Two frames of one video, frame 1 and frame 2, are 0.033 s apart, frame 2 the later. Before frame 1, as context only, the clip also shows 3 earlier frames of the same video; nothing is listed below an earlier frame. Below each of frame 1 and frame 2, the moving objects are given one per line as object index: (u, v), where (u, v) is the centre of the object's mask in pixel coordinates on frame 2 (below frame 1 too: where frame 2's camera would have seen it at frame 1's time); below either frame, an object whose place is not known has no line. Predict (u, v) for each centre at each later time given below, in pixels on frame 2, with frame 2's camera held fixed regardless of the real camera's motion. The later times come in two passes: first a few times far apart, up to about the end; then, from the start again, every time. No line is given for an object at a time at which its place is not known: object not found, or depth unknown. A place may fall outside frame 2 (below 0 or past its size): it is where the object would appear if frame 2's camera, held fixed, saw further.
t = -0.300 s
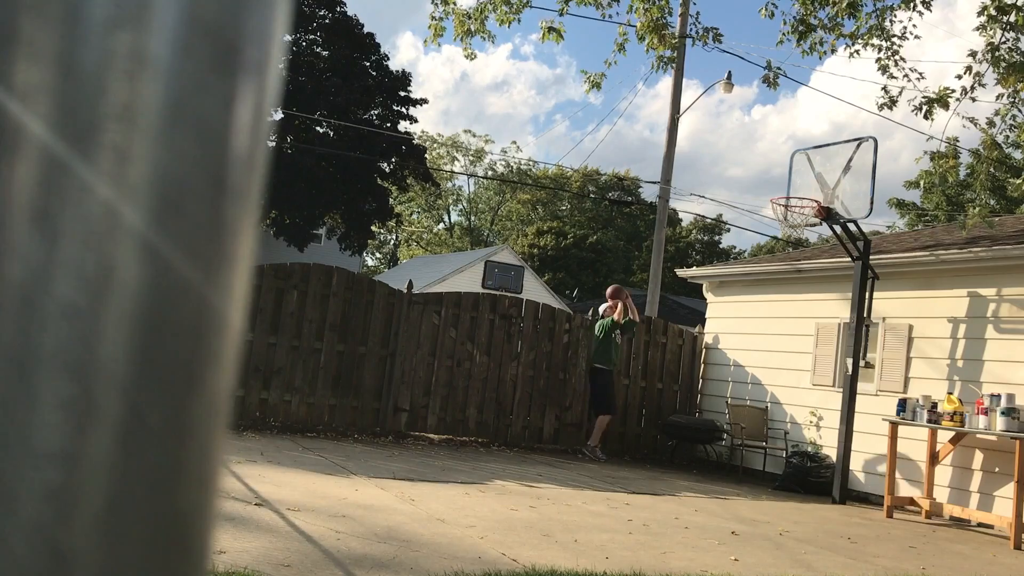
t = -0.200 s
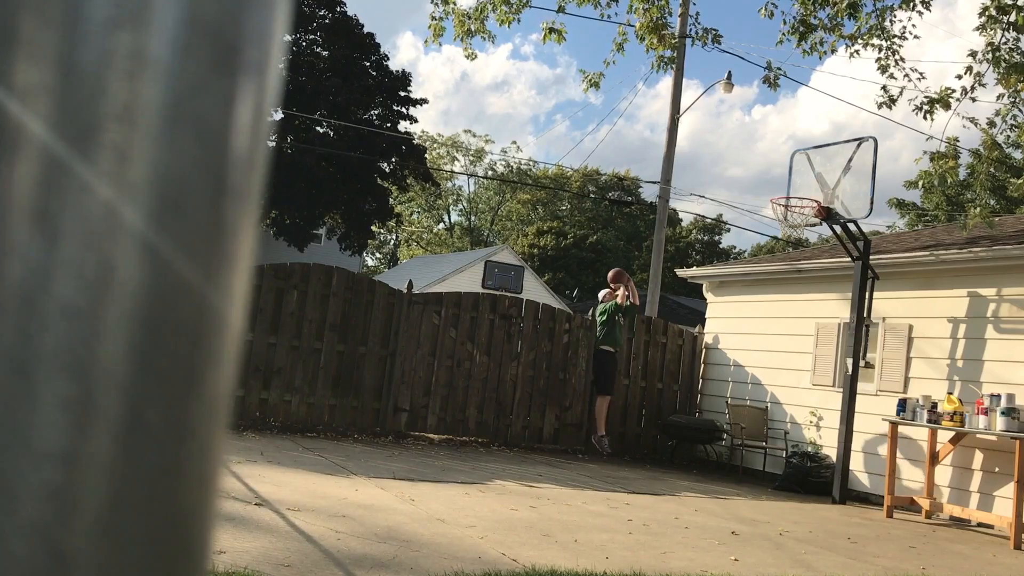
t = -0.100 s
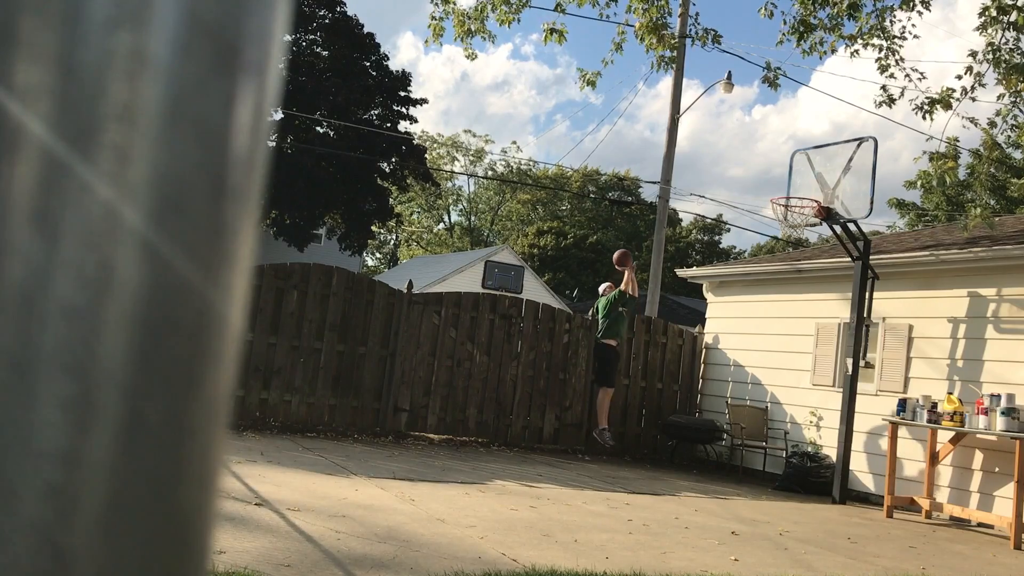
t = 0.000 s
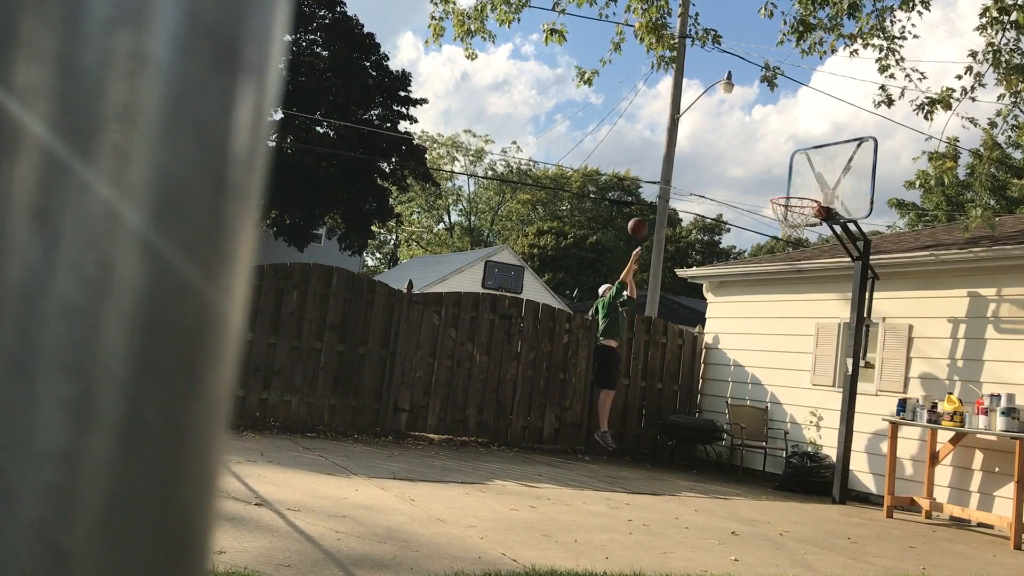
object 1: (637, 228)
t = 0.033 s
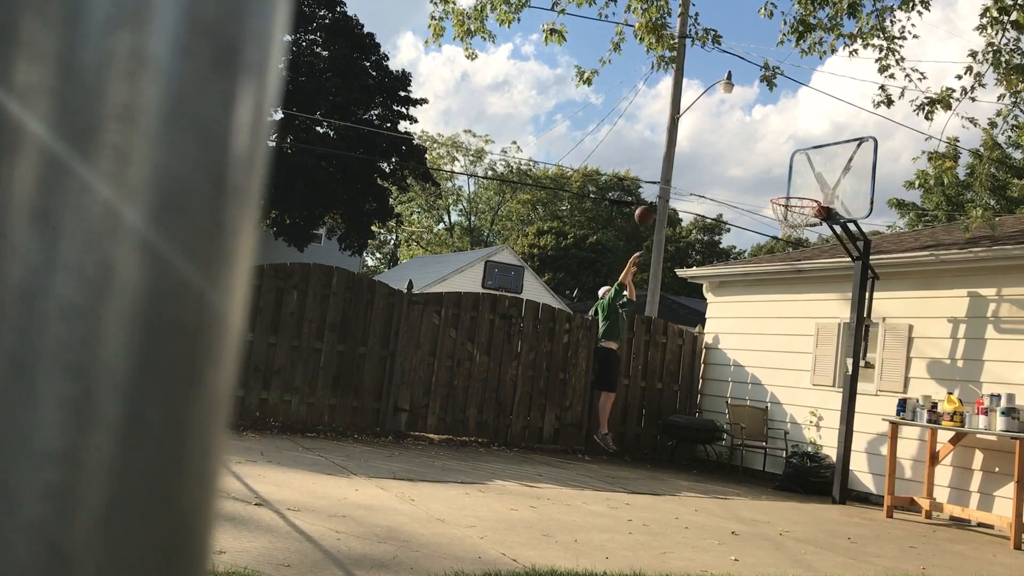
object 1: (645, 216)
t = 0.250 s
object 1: (690, 160)
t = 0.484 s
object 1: (737, 138)
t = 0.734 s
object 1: (788, 171)
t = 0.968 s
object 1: (780, 234)
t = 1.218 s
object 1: (746, 306)
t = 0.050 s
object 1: (648, 211)
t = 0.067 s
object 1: (651, 204)
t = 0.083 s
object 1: (654, 200)
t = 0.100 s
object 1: (658, 195)
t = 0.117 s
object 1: (662, 190)
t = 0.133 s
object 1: (666, 186)
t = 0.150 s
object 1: (669, 181)
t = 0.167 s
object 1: (672, 177)
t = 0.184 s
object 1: (676, 173)
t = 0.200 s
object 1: (679, 169)
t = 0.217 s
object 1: (683, 166)
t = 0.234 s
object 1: (687, 163)
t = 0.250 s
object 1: (690, 160)
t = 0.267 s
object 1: (693, 157)
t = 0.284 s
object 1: (697, 154)
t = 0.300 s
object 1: (700, 151)
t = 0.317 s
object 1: (703, 149)
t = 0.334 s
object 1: (707, 147)
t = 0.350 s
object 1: (710, 145)
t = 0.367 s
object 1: (714, 143)
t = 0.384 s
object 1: (717, 142)
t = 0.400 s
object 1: (720, 141)
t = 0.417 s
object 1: (724, 140)
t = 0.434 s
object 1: (727, 139)
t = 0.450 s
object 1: (731, 139)
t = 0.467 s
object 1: (734, 138)
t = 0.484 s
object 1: (737, 138)
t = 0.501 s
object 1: (741, 139)
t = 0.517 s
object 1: (744, 139)
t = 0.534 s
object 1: (747, 140)
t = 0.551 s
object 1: (751, 141)
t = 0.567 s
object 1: (754, 142)
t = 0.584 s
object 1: (757, 144)
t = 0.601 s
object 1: (761, 146)
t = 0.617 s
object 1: (764, 148)
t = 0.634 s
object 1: (768, 151)
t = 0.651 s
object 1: (771, 153)
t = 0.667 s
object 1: (774, 156)
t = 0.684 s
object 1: (777, 160)
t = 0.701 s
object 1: (781, 163)
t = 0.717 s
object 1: (784, 167)
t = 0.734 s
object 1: (788, 171)
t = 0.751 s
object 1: (791, 175)
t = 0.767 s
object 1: (795, 180)
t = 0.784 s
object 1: (798, 185)
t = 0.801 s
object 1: (802, 191)
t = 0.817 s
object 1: (805, 196)
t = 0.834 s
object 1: (808, 202)
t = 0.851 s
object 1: (806, 206)
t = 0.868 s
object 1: (803, 210)
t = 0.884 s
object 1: (797, 215)
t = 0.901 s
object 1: (793, 219)
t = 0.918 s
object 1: (789, 223)
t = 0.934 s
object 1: (786, 228)
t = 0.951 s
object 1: (783, 231)
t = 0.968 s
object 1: (780, 234)
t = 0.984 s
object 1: (779, 236)
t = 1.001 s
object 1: (777, 240)
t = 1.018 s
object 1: (775, 243)
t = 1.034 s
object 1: (772, 247)
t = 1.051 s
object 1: (769, 251)
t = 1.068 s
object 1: (767, 255)
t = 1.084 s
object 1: (765, 260)
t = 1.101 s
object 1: (762, 265)
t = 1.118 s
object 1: (760, 270)
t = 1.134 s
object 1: (758, 275)
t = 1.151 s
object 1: (755, 281)
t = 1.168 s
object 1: (754, 287)
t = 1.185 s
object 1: (751, 293)
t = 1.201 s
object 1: (749, 299)
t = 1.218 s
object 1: (746, 306)
